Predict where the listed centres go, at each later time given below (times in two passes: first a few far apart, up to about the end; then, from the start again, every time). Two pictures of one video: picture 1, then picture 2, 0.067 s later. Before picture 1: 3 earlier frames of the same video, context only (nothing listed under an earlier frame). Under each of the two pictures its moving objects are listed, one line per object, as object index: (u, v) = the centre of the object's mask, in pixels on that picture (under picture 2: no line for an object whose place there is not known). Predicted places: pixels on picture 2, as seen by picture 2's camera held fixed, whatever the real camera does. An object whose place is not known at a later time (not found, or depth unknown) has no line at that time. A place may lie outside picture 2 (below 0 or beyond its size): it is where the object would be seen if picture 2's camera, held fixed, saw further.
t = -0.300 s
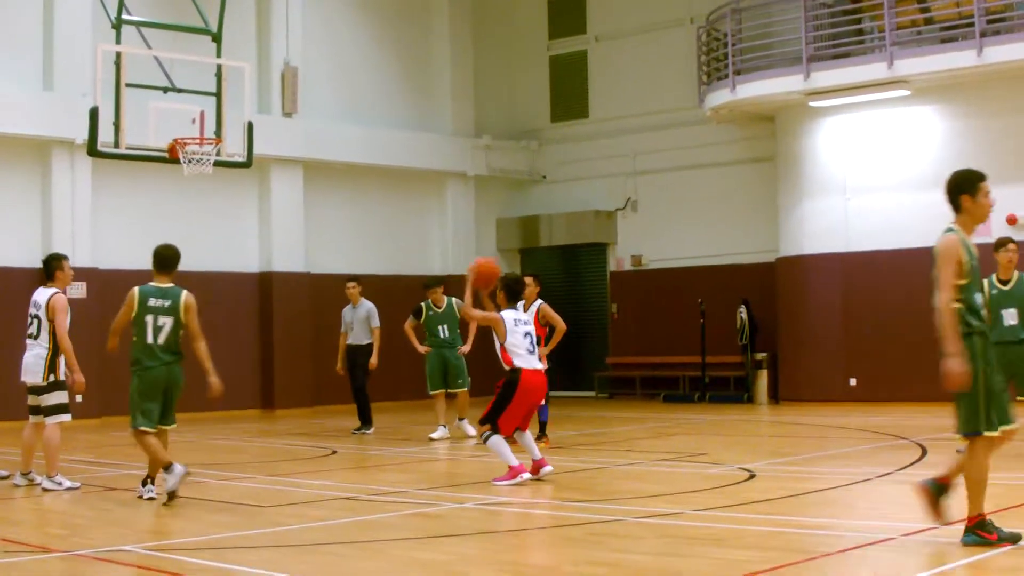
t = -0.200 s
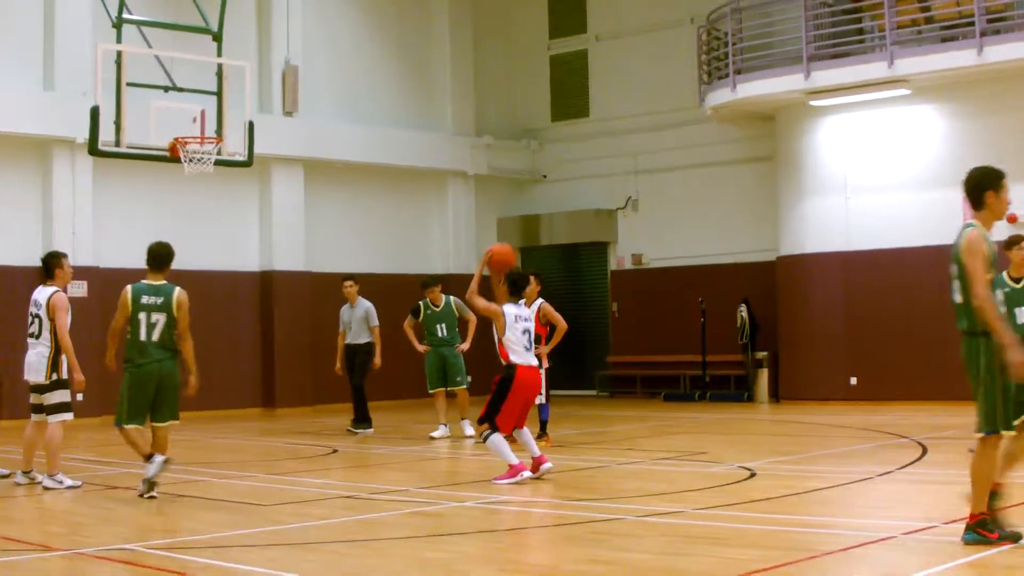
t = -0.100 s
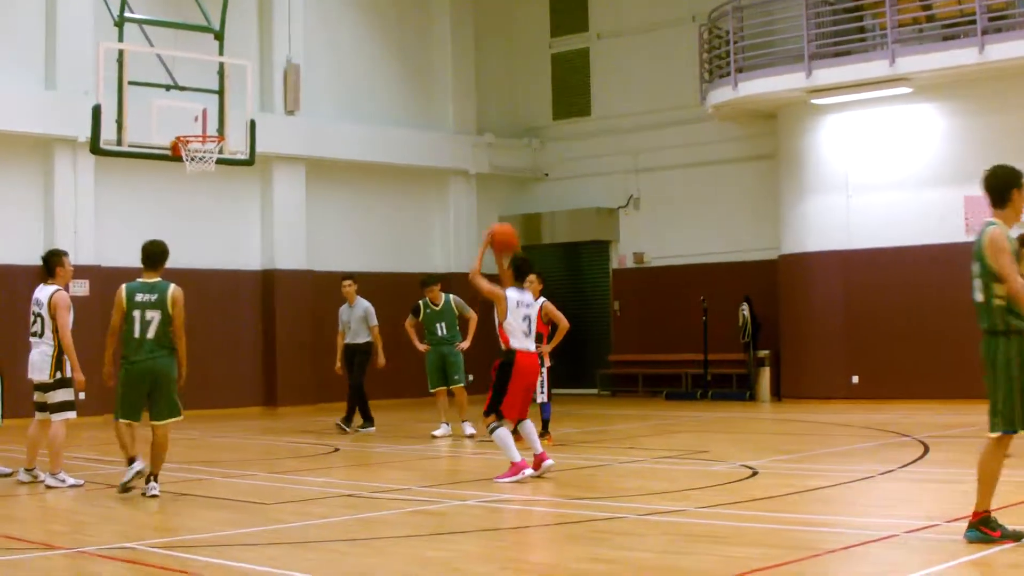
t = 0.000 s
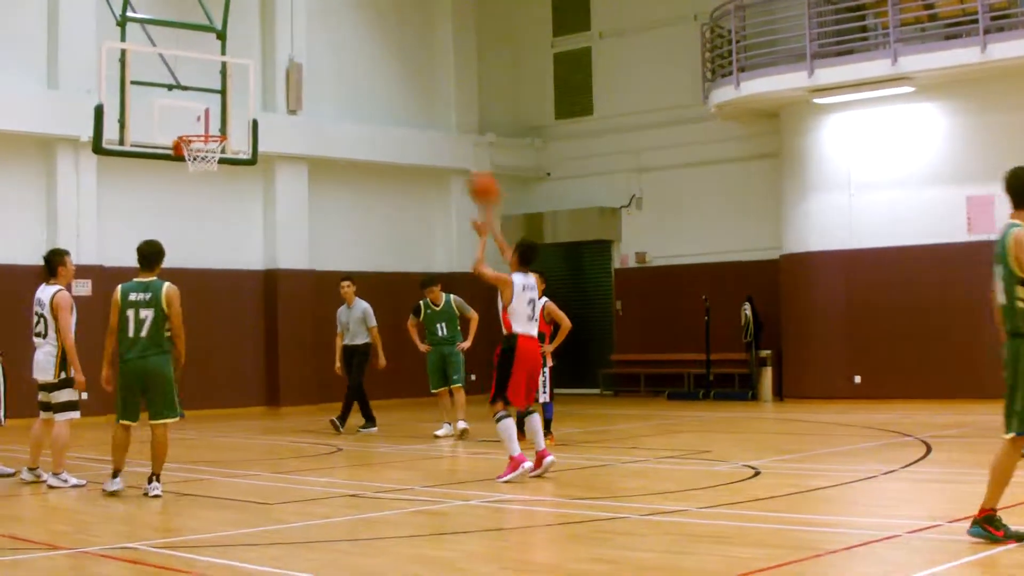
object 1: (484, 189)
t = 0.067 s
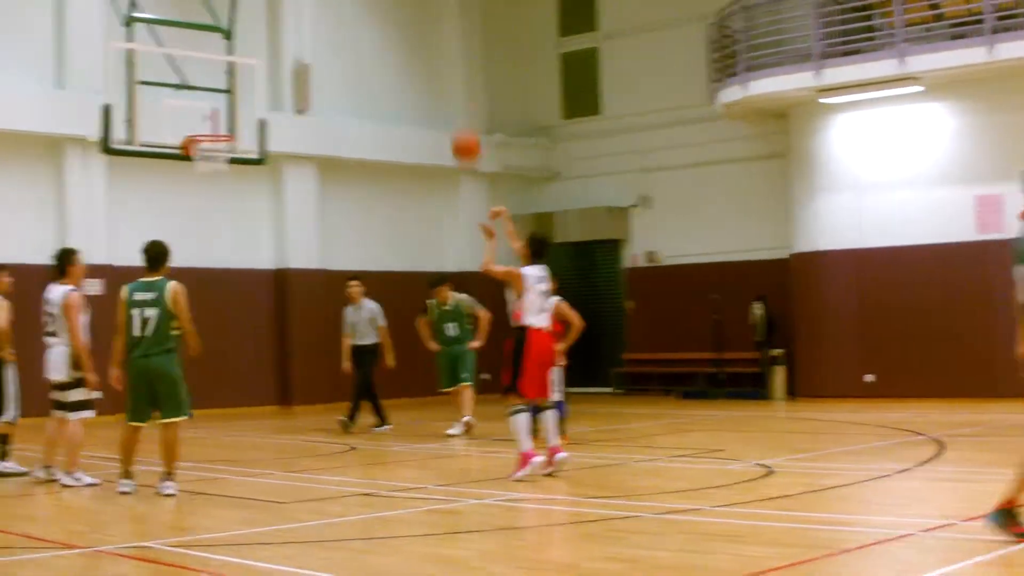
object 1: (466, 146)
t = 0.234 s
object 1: (406, 75)
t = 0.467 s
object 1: (335, 31)
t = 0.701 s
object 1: (270, 47)
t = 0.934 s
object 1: (213, 117)
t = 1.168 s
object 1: (236, 215)
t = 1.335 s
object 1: (268, 315)
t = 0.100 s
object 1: (453, 129)
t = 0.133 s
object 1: (441, 114)
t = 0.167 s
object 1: (429, 100)
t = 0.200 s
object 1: (417, 87)
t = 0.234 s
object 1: (406, 75)
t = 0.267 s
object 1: (395, 65)
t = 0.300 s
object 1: (385, 56)
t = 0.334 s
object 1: (377, 48)
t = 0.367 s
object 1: (366, 42)
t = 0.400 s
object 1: (356, 37)
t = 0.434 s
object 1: (345, 33)
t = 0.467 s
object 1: (335, 31)
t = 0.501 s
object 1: (325, 30)
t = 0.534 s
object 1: (316, 29)
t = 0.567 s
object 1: (307, 31)
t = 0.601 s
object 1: (297, 33)
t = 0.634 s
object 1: (288, 37)
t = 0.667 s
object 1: (278, 42)
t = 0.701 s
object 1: (270, 47)
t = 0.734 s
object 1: (262, 54)
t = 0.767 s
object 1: (252, 62)
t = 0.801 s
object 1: (245, 71)
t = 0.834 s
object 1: (237, 80)
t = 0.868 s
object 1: (229, 91)
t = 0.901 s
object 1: (220, 103)
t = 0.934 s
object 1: (213, 117)
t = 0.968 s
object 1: (204, 130)
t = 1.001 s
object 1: (202, 143)
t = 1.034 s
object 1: (211, 154)
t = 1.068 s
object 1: (217, 171)
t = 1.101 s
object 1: (223, 184)
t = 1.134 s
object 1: (230, 199)
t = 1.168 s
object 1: (236, 215)
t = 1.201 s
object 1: (242, 233)
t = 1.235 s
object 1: (249, 251)
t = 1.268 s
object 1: (258, 276)
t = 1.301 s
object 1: (263, 294)
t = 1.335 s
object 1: (268, 315)
